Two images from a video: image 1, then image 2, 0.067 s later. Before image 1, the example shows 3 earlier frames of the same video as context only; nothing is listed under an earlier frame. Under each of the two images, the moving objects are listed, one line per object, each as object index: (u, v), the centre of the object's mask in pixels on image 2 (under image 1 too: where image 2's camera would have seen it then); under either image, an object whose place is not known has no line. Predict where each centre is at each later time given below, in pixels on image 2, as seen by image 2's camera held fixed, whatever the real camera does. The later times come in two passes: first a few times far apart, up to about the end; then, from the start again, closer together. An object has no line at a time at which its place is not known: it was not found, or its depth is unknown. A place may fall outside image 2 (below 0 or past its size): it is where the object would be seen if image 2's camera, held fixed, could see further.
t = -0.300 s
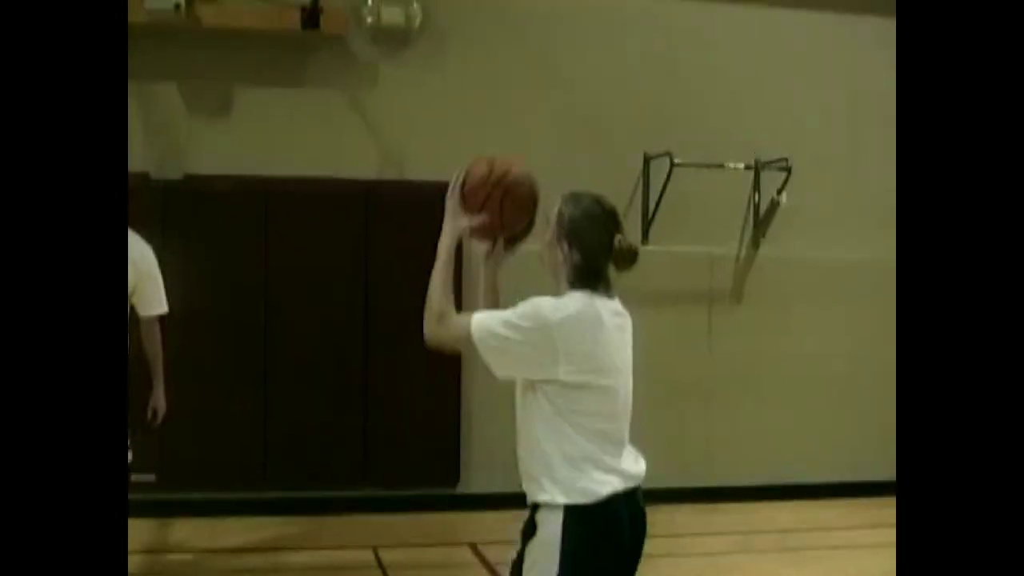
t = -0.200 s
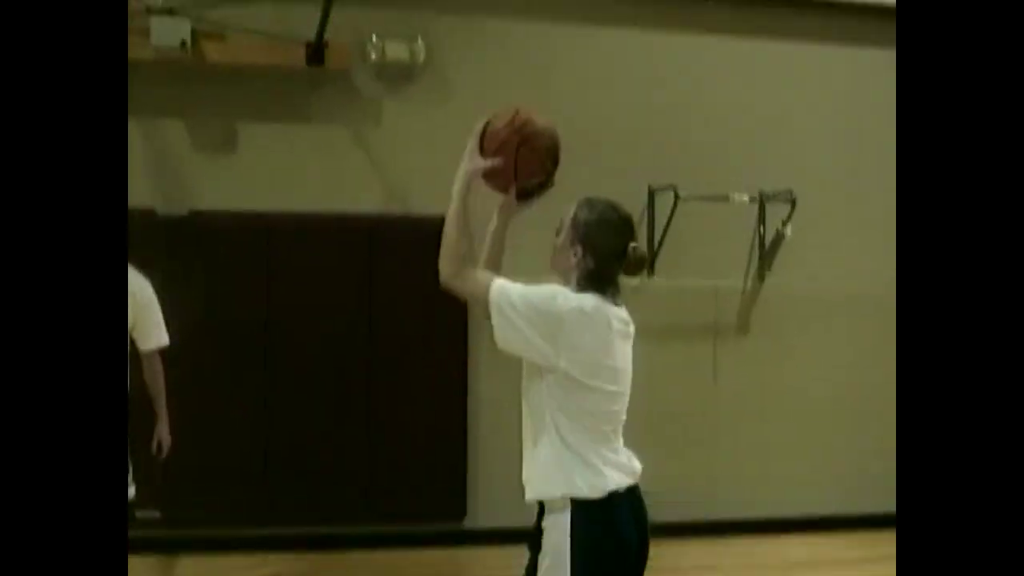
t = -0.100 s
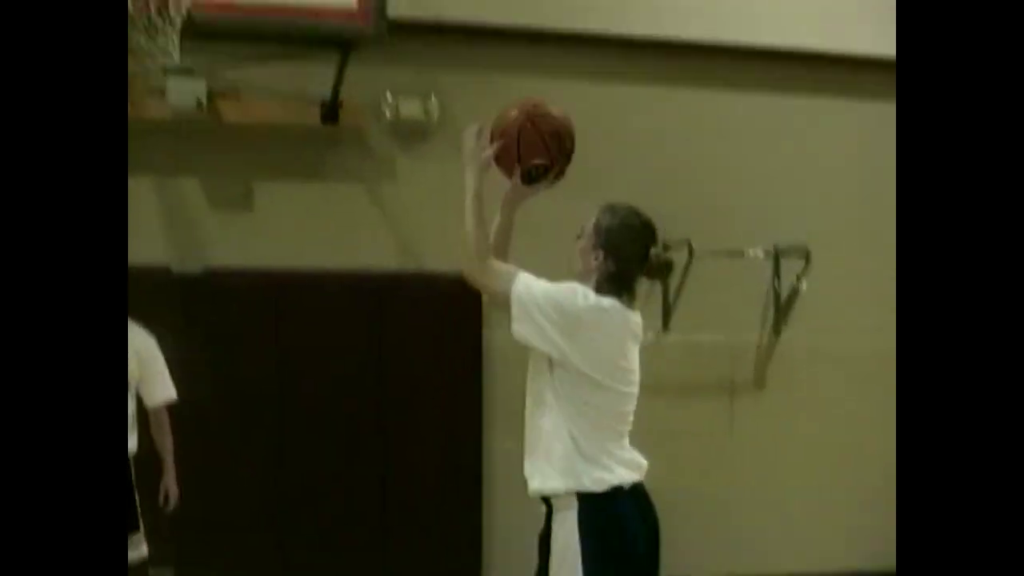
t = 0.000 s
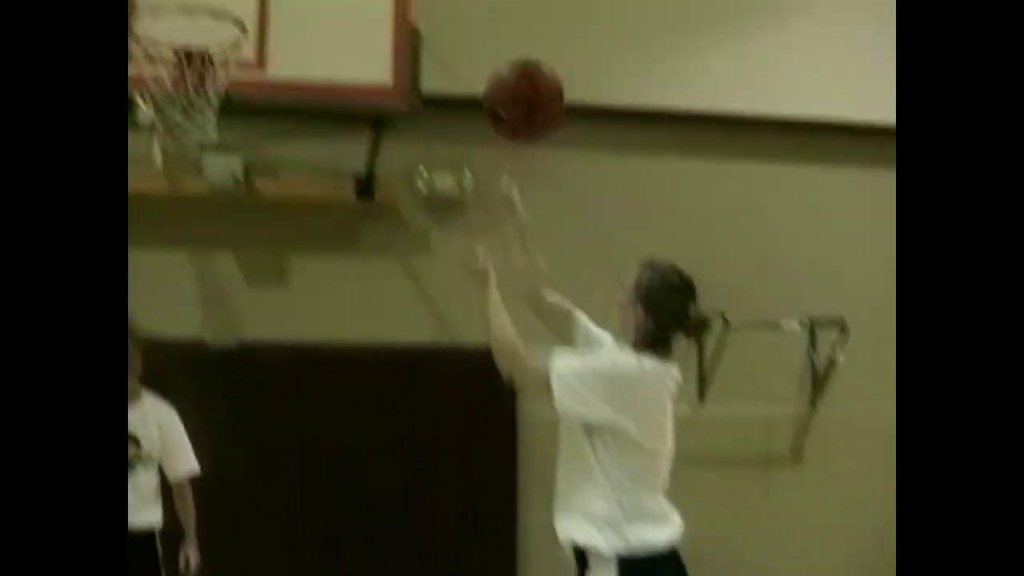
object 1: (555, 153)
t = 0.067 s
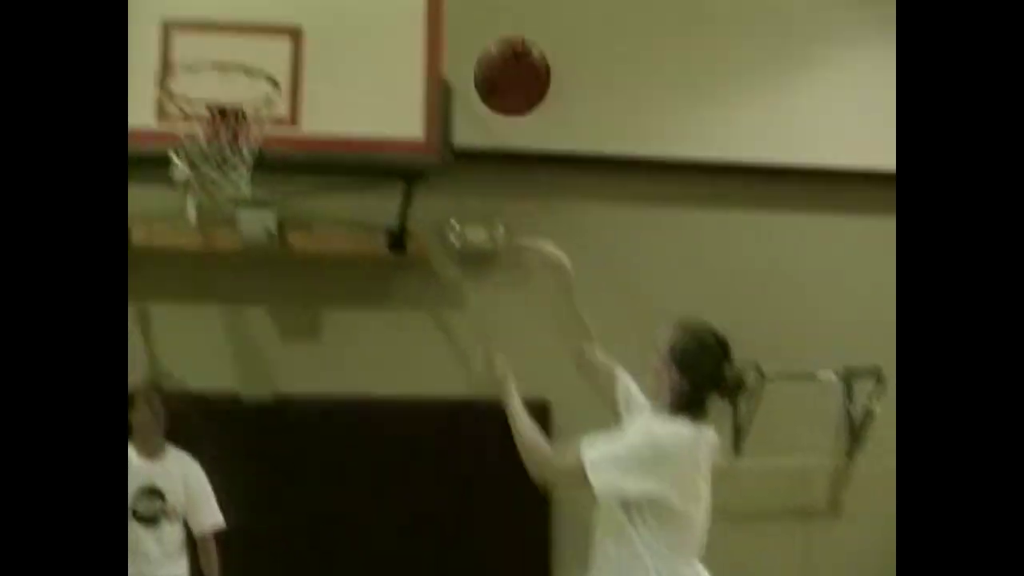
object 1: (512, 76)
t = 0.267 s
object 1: (399, -43)
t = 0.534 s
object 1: (279, -24)
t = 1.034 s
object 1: (162, 256)
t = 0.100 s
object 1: (492, 47)
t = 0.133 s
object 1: (473, 22)
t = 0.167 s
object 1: (454, -2)
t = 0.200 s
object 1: (435, -20)
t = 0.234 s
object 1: (418, -34)
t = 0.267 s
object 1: (399, -43)
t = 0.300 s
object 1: (384, -49)
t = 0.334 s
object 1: (368, -52)
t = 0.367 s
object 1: (352, -52)
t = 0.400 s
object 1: (336, -50)
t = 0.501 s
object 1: (293, -35)
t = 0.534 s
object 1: (279, -24)
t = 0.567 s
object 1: (265, -10)
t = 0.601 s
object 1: (251, 8)
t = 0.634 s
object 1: (238, 27)
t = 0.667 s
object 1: (225, 49)
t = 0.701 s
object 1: (212, 74)
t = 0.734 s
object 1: (199, 99)
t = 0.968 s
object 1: (166, 211)
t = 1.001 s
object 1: (165, 232)
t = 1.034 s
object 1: (162, 256)
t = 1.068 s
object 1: (159, 281)
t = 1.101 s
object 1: (156, 312)
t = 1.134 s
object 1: (154, 345)
